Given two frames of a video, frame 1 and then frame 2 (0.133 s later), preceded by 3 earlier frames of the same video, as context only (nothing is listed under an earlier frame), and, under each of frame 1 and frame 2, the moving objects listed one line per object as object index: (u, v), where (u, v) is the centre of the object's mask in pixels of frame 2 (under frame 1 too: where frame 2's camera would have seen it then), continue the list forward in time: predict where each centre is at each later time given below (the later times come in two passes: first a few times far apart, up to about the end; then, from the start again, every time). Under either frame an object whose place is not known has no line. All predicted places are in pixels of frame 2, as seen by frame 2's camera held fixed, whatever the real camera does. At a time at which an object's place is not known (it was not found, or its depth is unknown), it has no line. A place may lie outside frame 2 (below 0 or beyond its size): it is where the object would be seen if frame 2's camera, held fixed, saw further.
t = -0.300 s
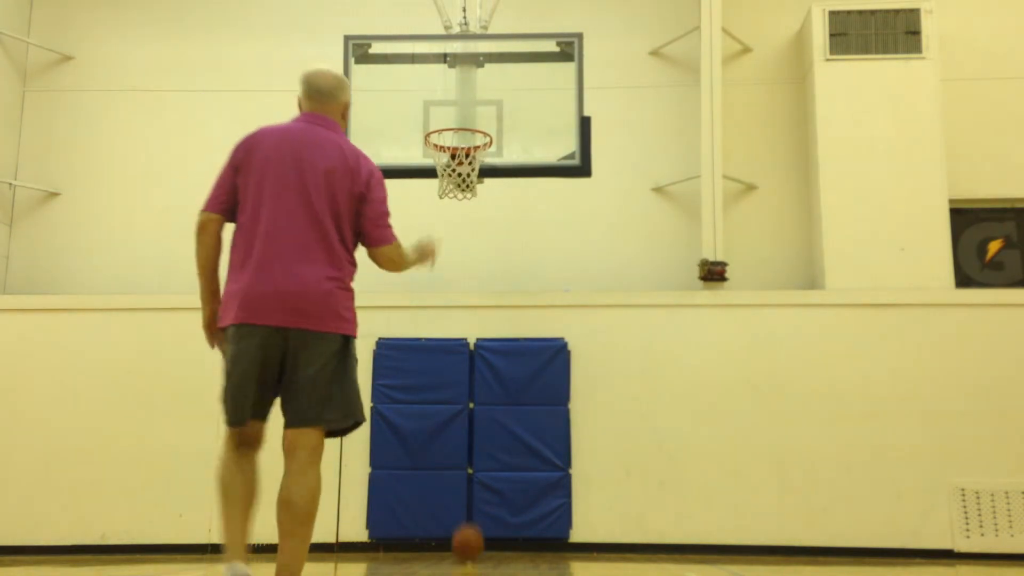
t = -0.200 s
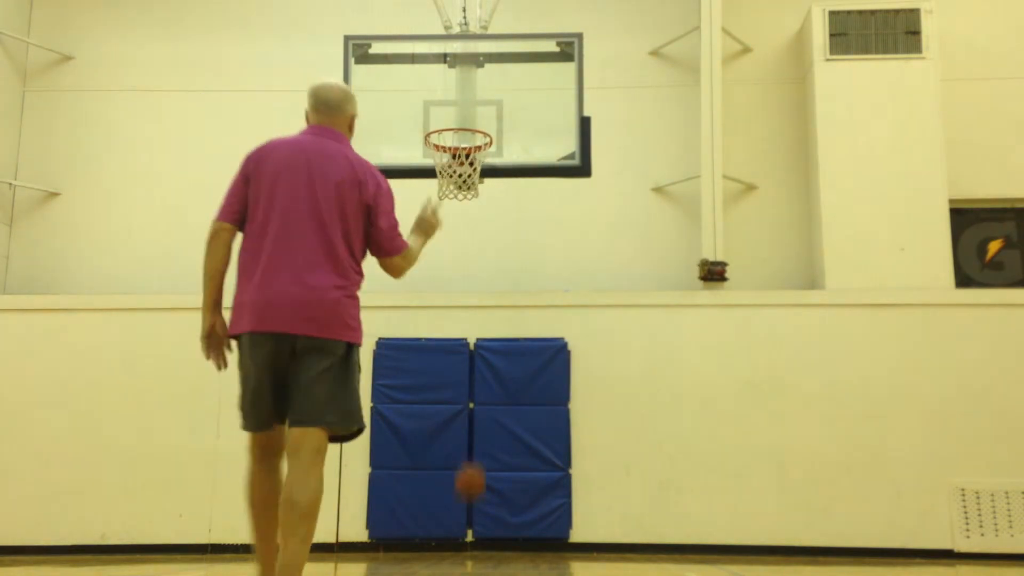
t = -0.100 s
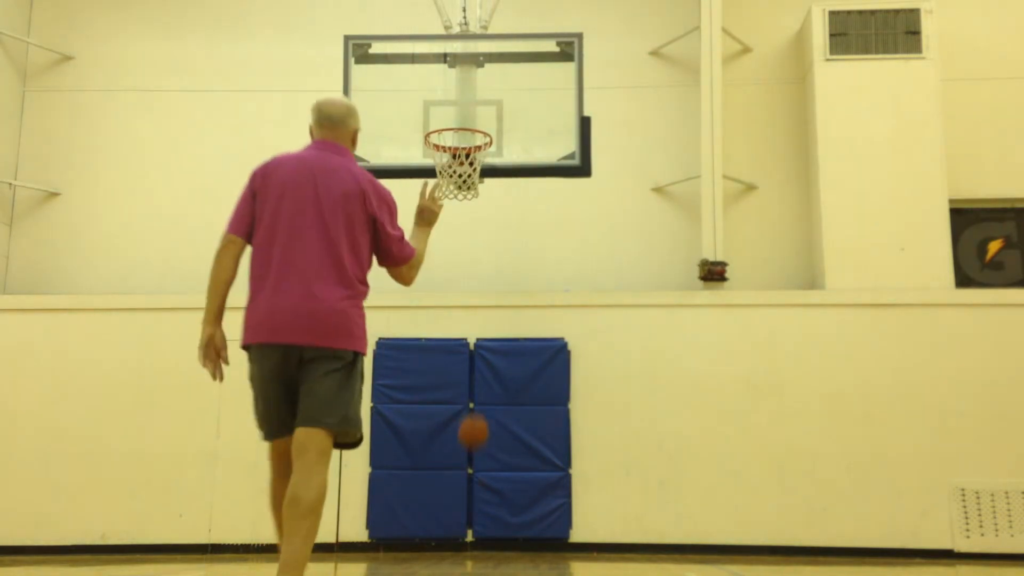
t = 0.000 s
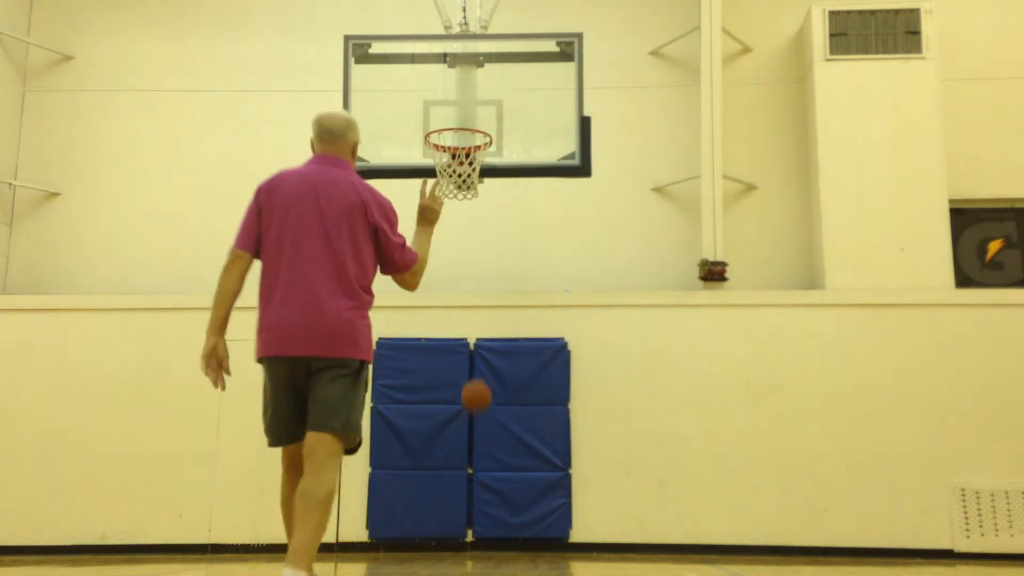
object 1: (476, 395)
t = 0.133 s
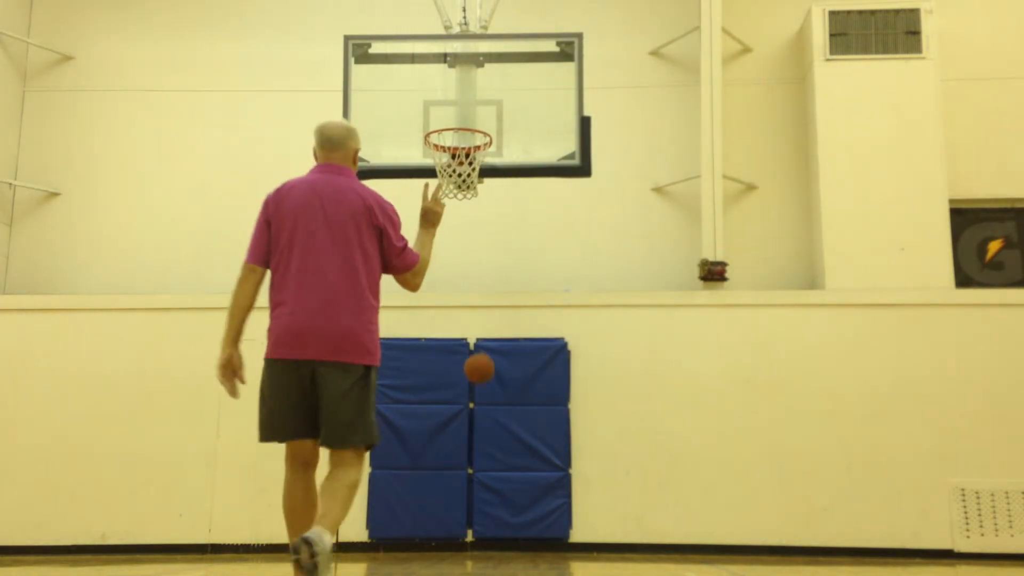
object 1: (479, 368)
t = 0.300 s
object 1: (482, 364)
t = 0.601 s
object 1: (488, 439)
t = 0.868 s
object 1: (492, 509)
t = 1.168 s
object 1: (494, 441)
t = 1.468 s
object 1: (496, 477)
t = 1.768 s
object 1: (499, 503)
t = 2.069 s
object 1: (502, 485)
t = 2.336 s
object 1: (505, 533)
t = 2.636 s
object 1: (509, 501)
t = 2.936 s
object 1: (511, 536)
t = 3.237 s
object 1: (514, 520)
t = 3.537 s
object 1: (517, 523)
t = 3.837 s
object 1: (522, 530)
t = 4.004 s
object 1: (524, 535)
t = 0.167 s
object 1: (480, 365)
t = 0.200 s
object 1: (480, 363)
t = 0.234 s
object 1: (481, 363)
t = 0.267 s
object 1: (482, 363)
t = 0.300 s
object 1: (482, 364)
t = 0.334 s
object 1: (483, 367)
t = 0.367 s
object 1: (484, 372)
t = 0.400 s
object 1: (484, 378)
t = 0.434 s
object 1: (485, 384)
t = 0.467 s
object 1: (486, 393)
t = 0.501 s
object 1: (486, 402)
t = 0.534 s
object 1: (487, 414)
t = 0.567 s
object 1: (487, 426)
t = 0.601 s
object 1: (488, 439)
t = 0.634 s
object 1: (488, 455)
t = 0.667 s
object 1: (489, 470)
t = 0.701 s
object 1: (489, 489)
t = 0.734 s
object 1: (490, 508)
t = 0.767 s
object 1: (490, 530)
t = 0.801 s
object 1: (491, 538)
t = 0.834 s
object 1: (491, 523)
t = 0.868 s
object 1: (492, 509)
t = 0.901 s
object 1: (492, 495)
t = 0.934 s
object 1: (492, 484)
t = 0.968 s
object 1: (492, 474)
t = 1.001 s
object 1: (493, 465)
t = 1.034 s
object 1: (493, 458)
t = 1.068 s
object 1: (494, 452)
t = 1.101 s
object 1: (493, 447)
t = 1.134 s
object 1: (494, 444)
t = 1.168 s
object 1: (494, 441)
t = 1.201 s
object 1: (494, 440)
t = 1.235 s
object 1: (494, 440)
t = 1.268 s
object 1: (495, 442)
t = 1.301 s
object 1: (495, 444)
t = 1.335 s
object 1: (495, 447)
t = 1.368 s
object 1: (495, 453)
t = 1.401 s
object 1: (495, 459)
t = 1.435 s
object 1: (495, 467)
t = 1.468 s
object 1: (496, 477)
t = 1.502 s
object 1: (496, 487)
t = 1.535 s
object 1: (496, 499)
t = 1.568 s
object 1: (496, 512)
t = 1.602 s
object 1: (496, 524)
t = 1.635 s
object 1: (496, 538)
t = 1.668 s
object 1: (497, 532)
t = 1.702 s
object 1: (497, 520)
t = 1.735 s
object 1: (498, 511)
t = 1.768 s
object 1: (499, 503)
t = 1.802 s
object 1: (498, 496)
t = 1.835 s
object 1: (499, 491)
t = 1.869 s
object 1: (500, 486)
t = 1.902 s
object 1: (500, 483)
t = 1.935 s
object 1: (500, 482)
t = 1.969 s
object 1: (501, 481)
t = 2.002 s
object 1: (501, 481)
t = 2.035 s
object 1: (501, 483)
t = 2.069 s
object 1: (502, 485)
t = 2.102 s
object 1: (503, 488)
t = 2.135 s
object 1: (503, 494)
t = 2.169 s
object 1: (503, 501)
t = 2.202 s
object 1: (504, 509)
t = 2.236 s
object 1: (504, 518)
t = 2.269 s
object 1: (505, 530)
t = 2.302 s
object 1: (505, 538)
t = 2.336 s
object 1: (505, 533)
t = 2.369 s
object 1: (506, 525)
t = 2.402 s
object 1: (506, 517)
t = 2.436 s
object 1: (507, 512)
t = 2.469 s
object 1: (507, 507)
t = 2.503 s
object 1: (508, 504)
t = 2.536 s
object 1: (508, 502)
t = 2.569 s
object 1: (508, 501)
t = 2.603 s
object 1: (509, 501)
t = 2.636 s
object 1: (509, 501)
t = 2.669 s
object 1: (510, 502)
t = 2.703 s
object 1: (509, 504)
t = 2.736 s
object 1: (510, 506)
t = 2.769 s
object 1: (510, 510)
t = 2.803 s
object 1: (510, 515)
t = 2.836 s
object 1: (510, 521)
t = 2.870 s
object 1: (511, 528)
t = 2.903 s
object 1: (511, 536)
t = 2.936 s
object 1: (511, 536)
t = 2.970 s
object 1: (511, 530)
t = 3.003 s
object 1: (512, 526)
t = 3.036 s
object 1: (512, 521)
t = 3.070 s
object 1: (512, 517)
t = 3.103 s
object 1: (513, 516)
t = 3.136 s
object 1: (513, 515)
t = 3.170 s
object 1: (513, 515)
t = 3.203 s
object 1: (513, 516)
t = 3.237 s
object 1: (514, 520)
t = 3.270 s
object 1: (514, 523)
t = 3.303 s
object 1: (515, 529)
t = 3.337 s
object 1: (515, 535)
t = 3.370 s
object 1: (516, 537)
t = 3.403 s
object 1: (516, 534)
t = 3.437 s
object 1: (516, 529)
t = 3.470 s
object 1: (517, 526)
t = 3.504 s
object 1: (517, 524)
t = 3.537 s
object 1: (517, 523)
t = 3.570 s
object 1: (518, 523)
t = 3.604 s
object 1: (518, 524)
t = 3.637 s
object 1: (519, 526)
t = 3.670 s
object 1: (519, 530)
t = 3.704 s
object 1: (520, 535)
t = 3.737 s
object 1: (520, 538)
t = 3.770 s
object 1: (521, 535)
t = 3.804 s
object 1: (521, 532)
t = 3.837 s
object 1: (522, 530)
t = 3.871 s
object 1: (522, 529)
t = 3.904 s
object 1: (522, 529)
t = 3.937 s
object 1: (523, 529)
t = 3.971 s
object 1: (524, 531)
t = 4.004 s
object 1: (524, 535)
